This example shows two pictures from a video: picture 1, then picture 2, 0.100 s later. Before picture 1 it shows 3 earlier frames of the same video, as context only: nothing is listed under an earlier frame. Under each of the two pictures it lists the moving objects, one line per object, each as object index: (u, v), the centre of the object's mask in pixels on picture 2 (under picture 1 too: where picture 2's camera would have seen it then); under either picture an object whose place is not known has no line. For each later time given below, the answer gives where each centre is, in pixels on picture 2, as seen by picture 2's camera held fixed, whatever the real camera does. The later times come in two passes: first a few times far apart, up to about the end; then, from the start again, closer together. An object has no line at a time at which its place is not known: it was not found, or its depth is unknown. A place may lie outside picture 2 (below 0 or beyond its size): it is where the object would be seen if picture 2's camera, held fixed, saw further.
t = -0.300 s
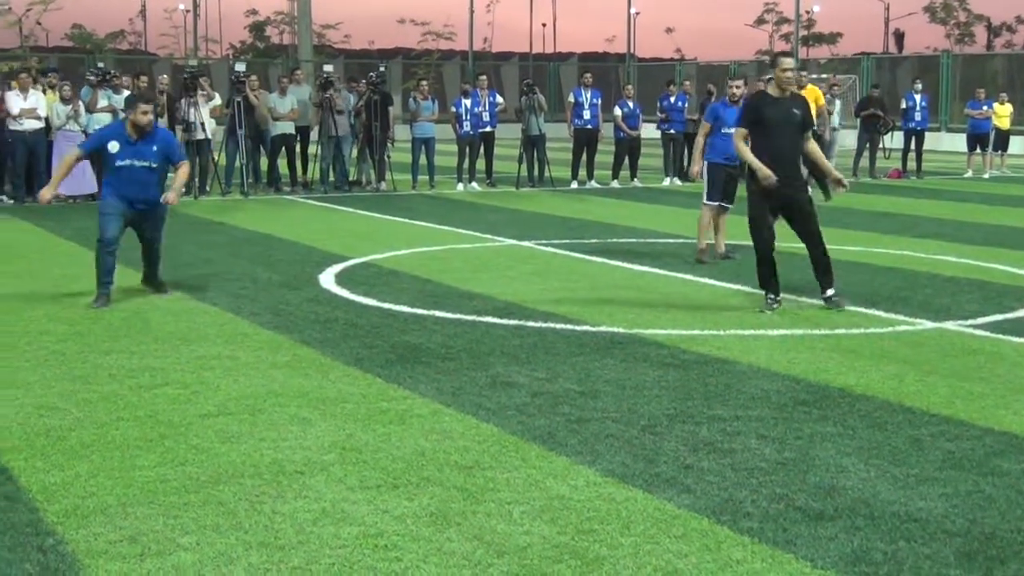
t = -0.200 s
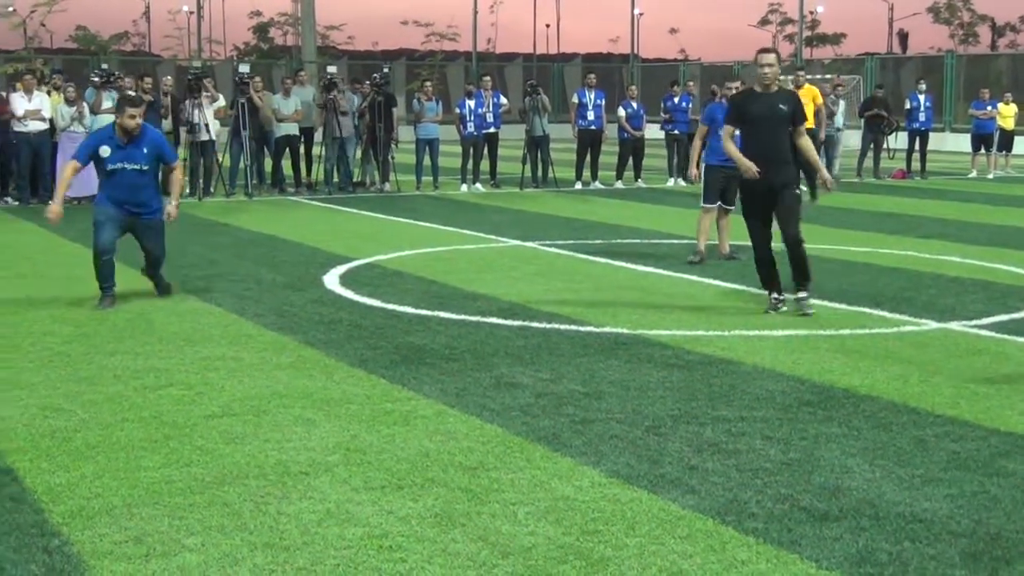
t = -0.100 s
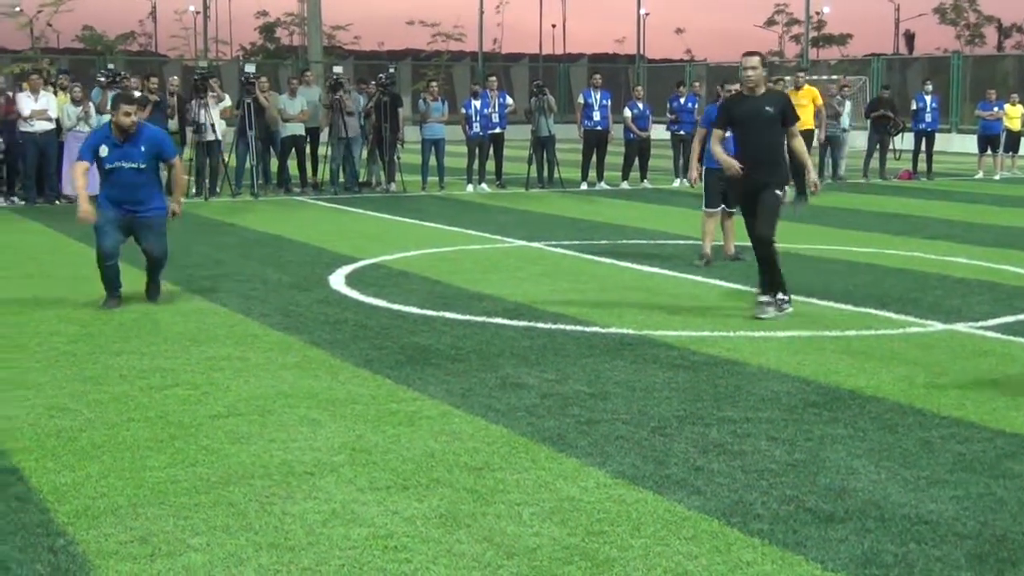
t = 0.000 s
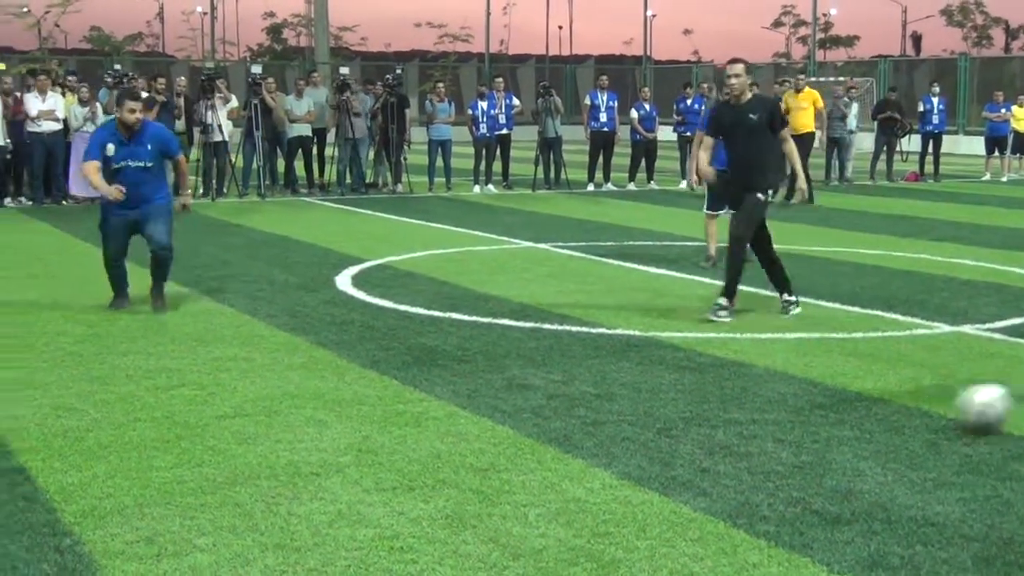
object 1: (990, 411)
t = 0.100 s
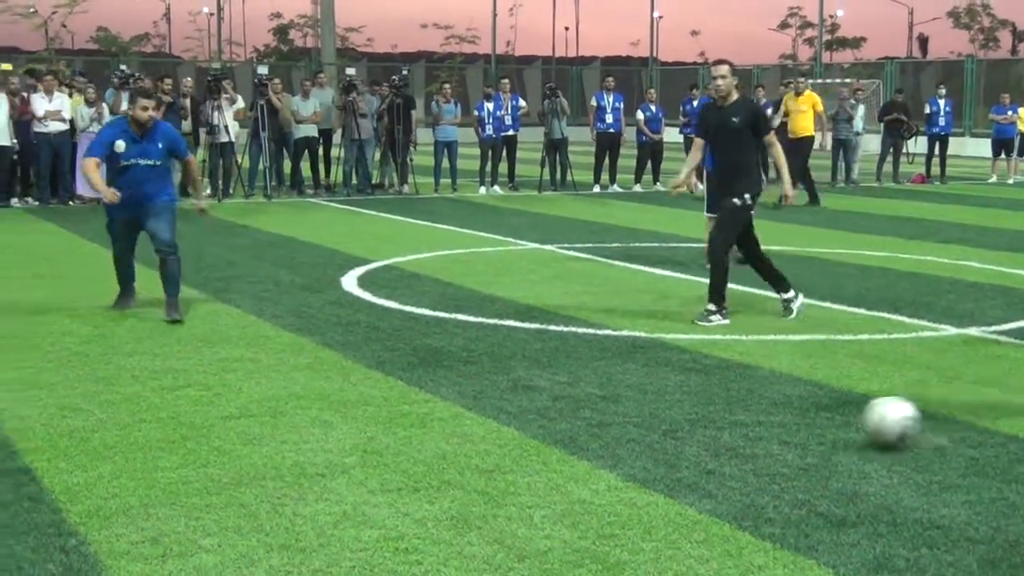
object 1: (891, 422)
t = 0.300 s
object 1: (696, 449)
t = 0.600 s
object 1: (370, 492)
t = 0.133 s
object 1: (858, 426)
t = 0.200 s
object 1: (789, 439)
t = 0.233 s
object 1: (761, 441)
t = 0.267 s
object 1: (728, 444)
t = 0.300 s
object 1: (696, 449)
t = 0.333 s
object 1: (662, 455)
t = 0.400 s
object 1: (594, 460)
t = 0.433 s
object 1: (559, 466)
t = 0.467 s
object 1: (522, 473)
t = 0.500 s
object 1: (485, 476)
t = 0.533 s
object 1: (448, 480)
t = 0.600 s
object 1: (370, 492)
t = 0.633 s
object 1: (330, 496)
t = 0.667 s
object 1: (289, 501)
